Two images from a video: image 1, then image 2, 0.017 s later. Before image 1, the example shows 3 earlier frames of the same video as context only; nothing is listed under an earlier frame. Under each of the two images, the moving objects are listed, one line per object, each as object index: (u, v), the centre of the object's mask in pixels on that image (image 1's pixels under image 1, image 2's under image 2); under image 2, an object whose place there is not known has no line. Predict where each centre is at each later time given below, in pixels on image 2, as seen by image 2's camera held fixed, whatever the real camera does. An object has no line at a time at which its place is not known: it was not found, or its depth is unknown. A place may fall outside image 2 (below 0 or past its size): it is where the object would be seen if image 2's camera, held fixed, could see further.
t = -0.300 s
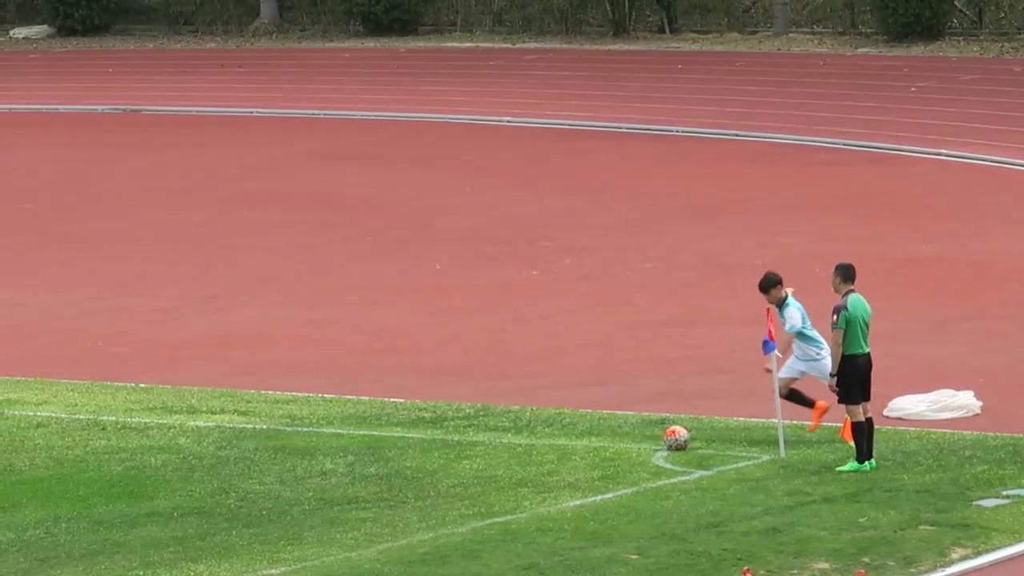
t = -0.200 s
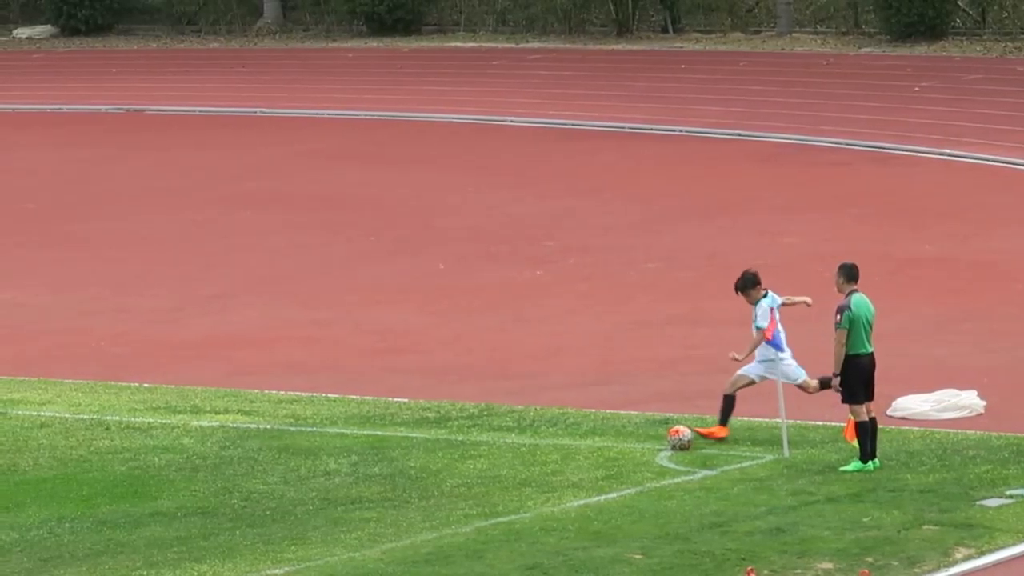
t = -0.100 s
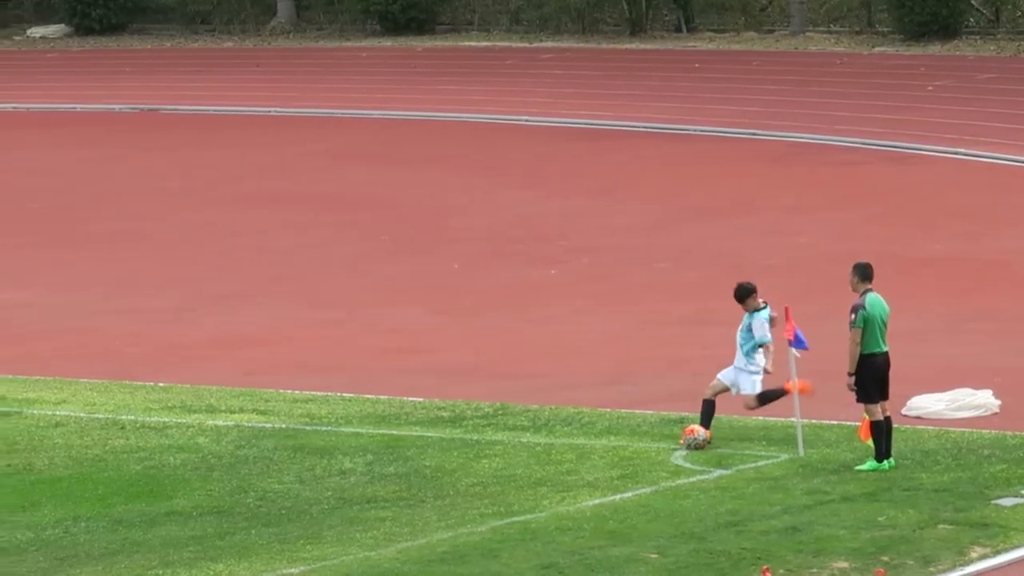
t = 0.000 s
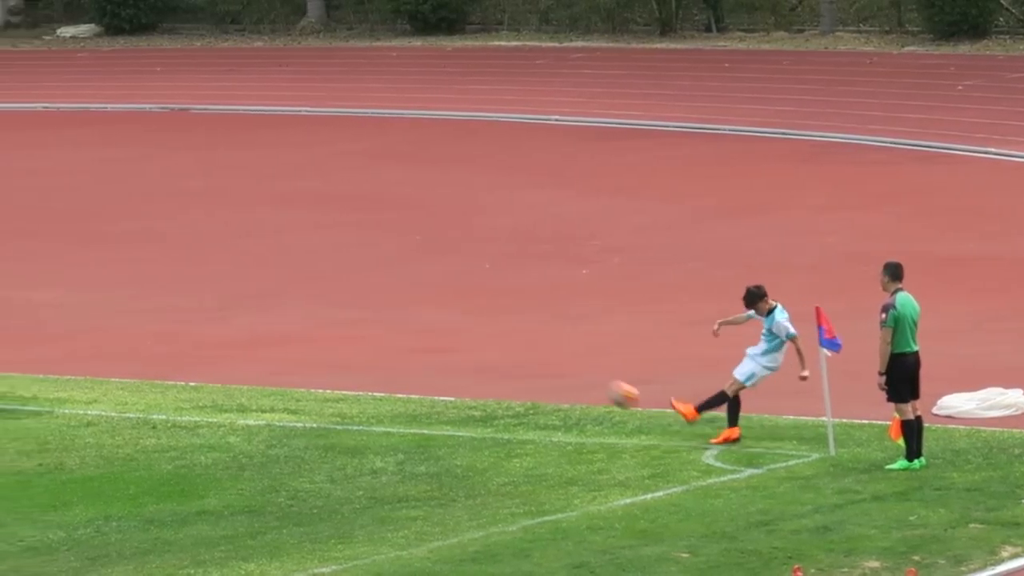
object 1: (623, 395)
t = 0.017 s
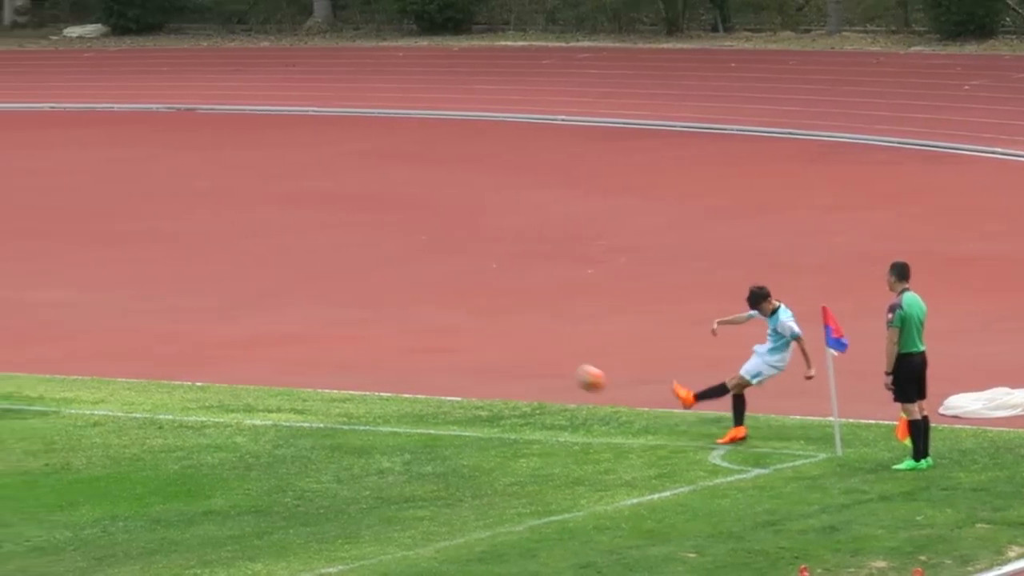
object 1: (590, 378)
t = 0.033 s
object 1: (551, 363)
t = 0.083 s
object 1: (438, 317)
